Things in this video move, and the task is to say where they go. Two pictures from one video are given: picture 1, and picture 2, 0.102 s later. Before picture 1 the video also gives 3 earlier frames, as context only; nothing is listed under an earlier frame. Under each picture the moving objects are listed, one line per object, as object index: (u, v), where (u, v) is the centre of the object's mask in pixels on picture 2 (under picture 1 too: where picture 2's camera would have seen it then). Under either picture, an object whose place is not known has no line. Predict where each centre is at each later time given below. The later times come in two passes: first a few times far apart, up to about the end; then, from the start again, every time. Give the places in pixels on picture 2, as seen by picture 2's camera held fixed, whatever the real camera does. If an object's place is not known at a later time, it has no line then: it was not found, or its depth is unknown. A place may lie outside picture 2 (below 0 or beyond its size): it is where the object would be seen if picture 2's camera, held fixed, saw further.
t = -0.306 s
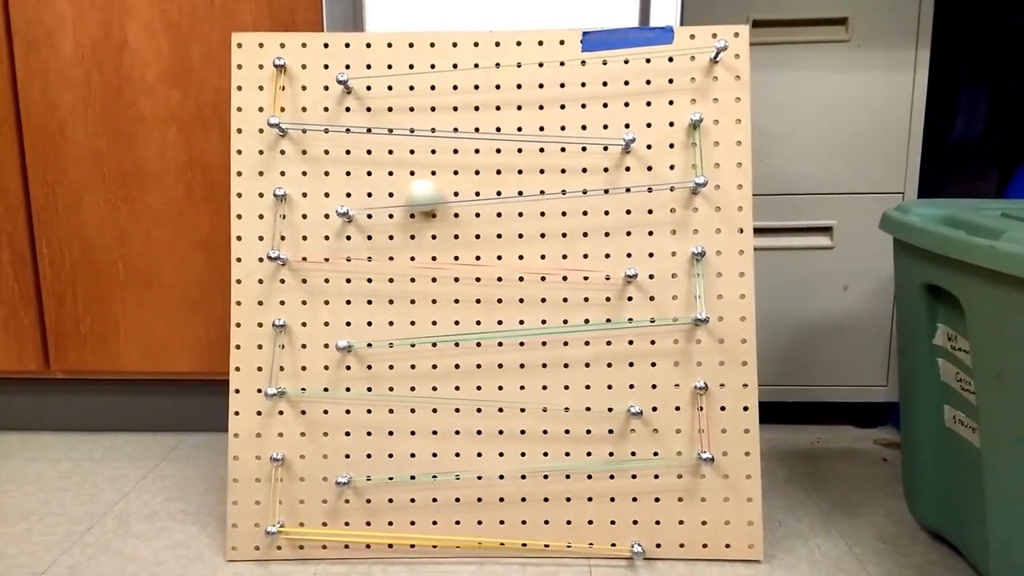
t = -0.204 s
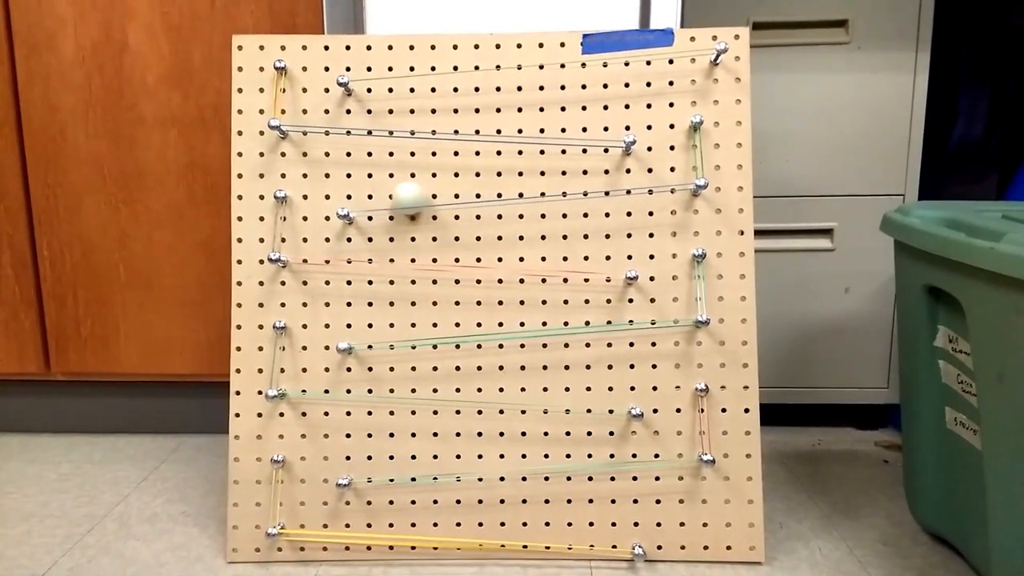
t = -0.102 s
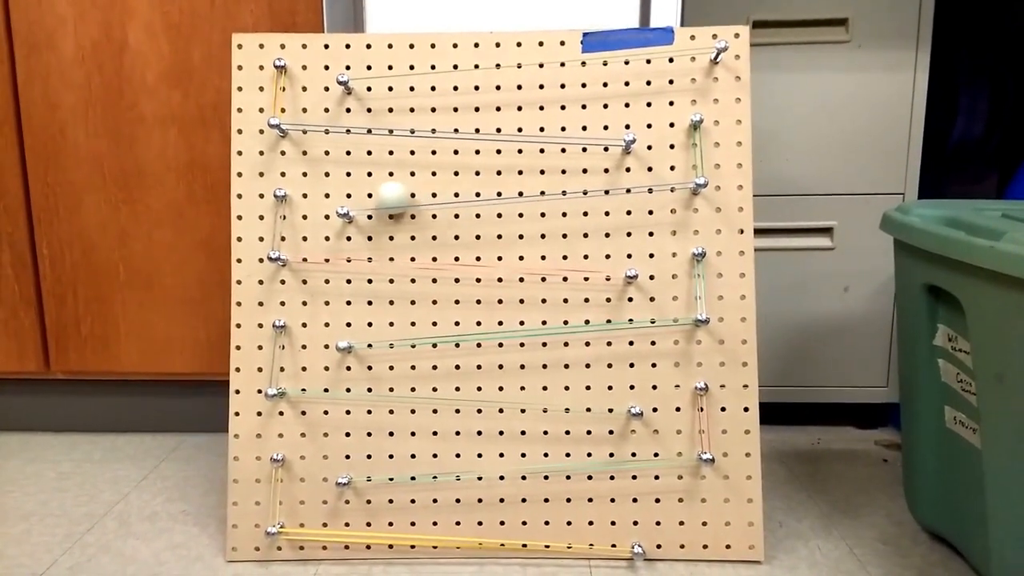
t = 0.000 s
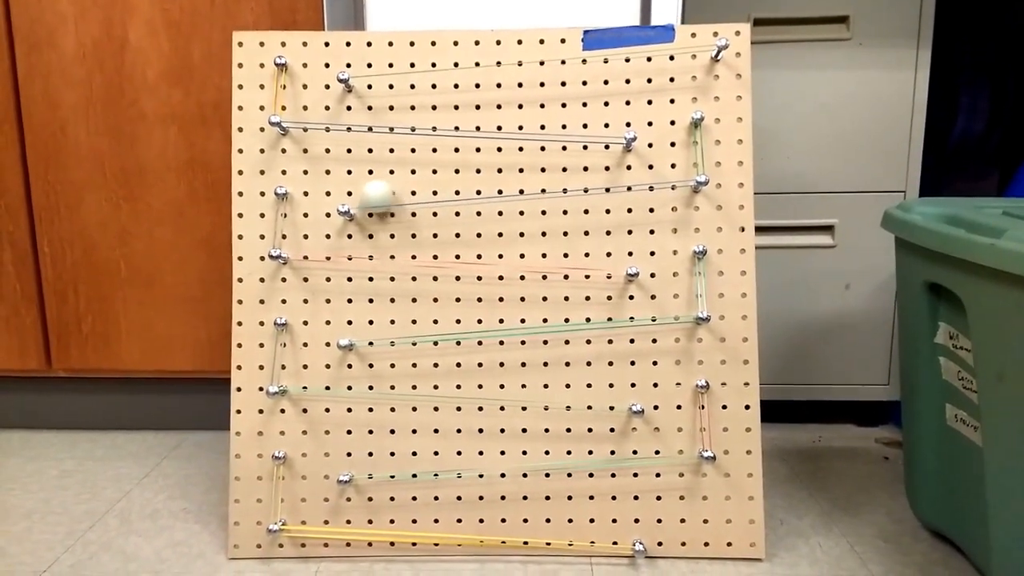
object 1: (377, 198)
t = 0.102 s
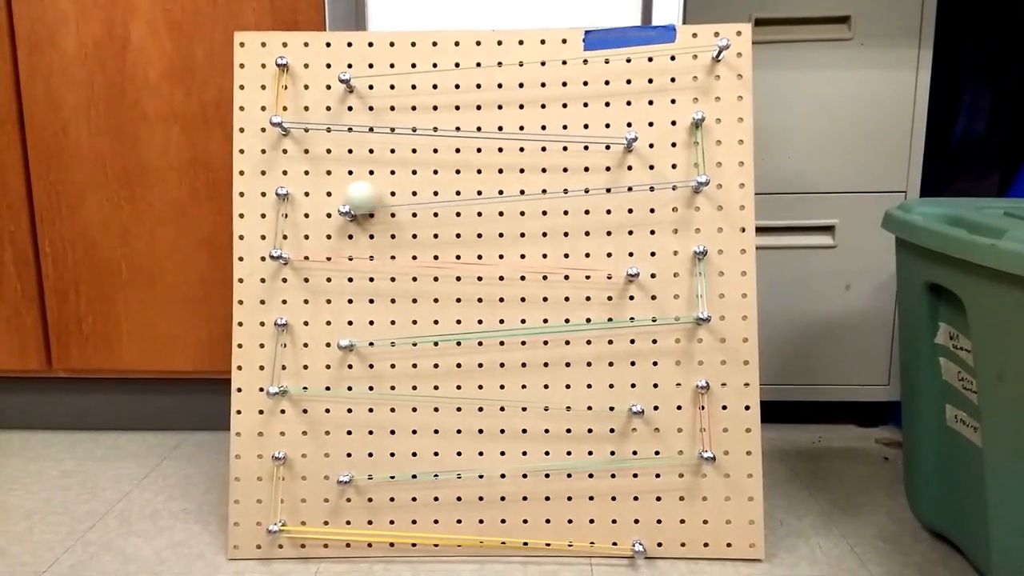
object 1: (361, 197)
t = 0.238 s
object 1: (347, 195)
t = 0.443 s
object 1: (314, 233)
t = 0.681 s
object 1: (300, 239)
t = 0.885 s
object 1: (303, 241)
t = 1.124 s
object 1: (312, 241)
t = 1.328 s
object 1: (325, 241)
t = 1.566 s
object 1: (343, 244)
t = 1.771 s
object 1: (362, 245)
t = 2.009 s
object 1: (387, 246)
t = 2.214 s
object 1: (408, 247)
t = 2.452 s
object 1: (435, 249)
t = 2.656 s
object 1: (457, 250)
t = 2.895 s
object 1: (483, 253)
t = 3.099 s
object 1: (507, 254)
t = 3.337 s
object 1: (535, 254)
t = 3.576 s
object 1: (561, 255)
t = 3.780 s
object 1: (586, 255)
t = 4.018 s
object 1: (612, 256)
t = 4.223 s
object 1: (635, 253)
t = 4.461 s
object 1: (666, 297)
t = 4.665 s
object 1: (672, 303)
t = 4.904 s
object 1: (666, 304)
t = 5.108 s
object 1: (652, 305)
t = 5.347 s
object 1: (625, 308)
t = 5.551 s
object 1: (595, 311)
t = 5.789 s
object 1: (554, 314)
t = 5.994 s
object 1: (516, 318)
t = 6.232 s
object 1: (469, 322)
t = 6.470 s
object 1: (419, 323)
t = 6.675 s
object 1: (375, 326)
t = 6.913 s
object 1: (318, 353)
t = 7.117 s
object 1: (304, 358)
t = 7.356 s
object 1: (332, 372)
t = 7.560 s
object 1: (359, 376)
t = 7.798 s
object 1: (393, 379)
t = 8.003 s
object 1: (422, 382)
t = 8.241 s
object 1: (457, 384)
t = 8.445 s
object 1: (486, 385)
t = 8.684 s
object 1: (521, 387)
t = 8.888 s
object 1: (548, 388)
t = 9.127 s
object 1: (581, 389)
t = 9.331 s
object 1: (607, 390)
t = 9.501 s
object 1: (628, 390)
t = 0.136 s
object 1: (356, 196)
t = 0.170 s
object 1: (352, 195)
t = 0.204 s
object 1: (350, 195)
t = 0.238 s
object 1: (347, 195)
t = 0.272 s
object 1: (342, 194)
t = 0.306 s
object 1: (336, 196)
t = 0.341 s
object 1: (328, 203)
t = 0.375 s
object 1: (325, 219)
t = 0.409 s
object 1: (318, 240)
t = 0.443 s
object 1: (314, 233)
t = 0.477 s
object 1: (312, 226)
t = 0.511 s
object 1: (309, 228)
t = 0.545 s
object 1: (306, 237)
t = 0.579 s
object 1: (305, 238)
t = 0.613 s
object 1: (303, 238)
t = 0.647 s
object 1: (300, 239)
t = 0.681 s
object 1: (300, 239)
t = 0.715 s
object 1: (301, 240)
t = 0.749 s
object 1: (301, 240)
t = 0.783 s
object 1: (301, 240)
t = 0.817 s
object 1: (302, 240)
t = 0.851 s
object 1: (302, 240)
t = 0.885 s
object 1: (303, 241)
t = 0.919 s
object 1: (304, 241)
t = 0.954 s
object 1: (304, 241)
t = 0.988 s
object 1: (306, 241)
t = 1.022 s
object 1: (307, 241)
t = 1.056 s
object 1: (308, 241)
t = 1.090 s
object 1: (310, 241)
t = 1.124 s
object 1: (312, 241)
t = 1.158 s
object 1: (314, 241)
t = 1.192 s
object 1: (316, 241)
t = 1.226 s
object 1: (318, 241)
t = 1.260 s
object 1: (321, 240)
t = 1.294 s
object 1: (323, 241)
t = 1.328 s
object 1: (325, 241)
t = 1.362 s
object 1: (327, 242)
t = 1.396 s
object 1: (329, 242)
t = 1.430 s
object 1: (332, 243)
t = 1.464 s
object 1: (334, 243)
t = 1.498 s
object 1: (338, 243)
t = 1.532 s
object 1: (340, 244)
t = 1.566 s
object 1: (343, 244)
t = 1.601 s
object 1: (346, 244)
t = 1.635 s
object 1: (348, 244)
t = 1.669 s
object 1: (352, 244)
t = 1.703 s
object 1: (355, 245)
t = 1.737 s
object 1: (359, 246)
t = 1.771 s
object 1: (362, 245)
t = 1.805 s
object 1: (366, 246)
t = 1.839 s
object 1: (369, 246)
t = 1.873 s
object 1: (374, 245)
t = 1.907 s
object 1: (378, 245)
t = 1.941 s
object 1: (380, 246)
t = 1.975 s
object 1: (384, 246)
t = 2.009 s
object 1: (387, 246)
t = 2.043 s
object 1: (391, 247)
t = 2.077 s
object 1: (394, 247)
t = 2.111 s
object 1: (396, 247)
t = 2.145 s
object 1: (401, 247)
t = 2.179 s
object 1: (405, 247)
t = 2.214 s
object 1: (408, 247)
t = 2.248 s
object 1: (411, 247)
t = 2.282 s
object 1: (416, 247)
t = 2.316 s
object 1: (419, 246)
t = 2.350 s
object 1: (424, 247)
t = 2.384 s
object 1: (427, 248)
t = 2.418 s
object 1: (431, 248)
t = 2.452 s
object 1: (435, 249)
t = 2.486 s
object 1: (438, 249)
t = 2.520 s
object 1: (441, 249)
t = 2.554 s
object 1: (445, 250)
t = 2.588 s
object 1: (449, 249)
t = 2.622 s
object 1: (453, 250)
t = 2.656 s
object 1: (457, 250)
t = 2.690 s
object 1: (460, 251)
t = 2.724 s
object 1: (464, 251)
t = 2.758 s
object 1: (469, 251)
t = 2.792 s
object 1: (473, 251)
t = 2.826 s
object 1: (477, 252)
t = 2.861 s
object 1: (480, 252)
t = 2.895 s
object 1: (483, 253)
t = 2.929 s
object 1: (488, 253)
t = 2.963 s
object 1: (492, 252)
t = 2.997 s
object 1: (496, 252)
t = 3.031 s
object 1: (499, 253)
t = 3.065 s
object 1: (503, 253)
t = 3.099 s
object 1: (507, 254)
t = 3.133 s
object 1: (511, 253)
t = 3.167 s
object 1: (516, 253)
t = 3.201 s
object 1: (521, 253)
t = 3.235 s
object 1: (524, 253)
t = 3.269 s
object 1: (529, 253)
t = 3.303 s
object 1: (532, 253)
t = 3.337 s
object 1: (535, 254)
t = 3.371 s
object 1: (539, 254)
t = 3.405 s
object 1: (542, 254)
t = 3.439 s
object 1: (545, 255)
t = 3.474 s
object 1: (549, 254)
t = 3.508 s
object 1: (552, 254)
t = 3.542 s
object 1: (558, 255)
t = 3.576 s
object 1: (561, 255)
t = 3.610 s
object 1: (564, 255)
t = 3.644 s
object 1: (568, 255)
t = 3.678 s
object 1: (572, 256)
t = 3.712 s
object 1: (577, 255)
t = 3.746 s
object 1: (581, 255)
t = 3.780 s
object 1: (586, 255)
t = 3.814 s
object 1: (590, 255)
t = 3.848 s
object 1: (592, 256)
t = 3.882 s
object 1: (597, 256)
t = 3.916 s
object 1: (601, 256)
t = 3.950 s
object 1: (605, 256)
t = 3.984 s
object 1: (608, 256)
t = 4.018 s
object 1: (612, 256)
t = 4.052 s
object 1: (615, 256)
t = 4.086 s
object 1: (619, 255)
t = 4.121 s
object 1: (623, 254)
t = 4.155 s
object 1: (626, 253)
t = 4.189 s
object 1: (630, 253)
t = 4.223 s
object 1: (635, 253)
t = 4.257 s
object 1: (640, 254)
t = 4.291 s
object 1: (648, 260)
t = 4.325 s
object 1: (653, 275)
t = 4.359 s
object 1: (659, 294)
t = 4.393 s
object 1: (663, 302)
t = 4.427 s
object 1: (665, 296)
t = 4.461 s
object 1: (666, 297)
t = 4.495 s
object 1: (668, 303)
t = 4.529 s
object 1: (669, 301)
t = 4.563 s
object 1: (671, 303)
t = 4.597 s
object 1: (671, 303)
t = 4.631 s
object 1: (672, 303)
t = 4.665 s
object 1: (672, 303)
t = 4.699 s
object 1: (672, 303)
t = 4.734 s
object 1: (672, 303)
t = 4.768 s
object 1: (671, 304)
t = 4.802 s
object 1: (670, 304)
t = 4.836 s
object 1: (670, 304)
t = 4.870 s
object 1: (669, 304)
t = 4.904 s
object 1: (666, 304)
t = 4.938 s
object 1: (665, 304)
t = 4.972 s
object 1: (662, 304)
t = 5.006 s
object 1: (660, 304)
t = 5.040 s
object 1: (657, 304)
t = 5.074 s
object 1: (655, 305)
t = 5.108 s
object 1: (652, 305)
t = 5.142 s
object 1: (648, 305)
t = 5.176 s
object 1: (645, 306)
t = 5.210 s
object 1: (641, 306)
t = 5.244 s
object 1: (637, 307)
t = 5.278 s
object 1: (633, 307)
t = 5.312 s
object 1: (629, 307)
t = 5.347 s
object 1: (625, 308)
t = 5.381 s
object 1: (620, 308)
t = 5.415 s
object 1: (615, 309)
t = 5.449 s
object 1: (610, 310)
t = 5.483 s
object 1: (606, 310)
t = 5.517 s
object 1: (601, 310)
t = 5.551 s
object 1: (595, 311)
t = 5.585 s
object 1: (589, 312)
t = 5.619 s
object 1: (584, 312)
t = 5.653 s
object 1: (578, 313)
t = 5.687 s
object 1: (572, 313)
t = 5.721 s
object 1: (566, 314)
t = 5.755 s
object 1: (561, 314)
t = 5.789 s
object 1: (554, 314)
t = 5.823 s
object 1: (548, 315)
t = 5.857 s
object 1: (542, 315)
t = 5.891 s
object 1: (535, 316)
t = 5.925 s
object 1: (528, 317)
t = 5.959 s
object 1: (522, 317)
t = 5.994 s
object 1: (516, 318)
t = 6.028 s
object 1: (509, 319)
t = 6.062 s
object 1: (502, 319)
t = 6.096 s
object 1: (496, 320)
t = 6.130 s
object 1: (490, 320)
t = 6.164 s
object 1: (481, 321)
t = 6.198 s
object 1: (476, 321)
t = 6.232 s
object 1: (469, 322)
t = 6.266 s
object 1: (461, 322)
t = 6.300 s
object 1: (455, 323)
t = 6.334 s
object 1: (448, 323)
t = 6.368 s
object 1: (440, 323)
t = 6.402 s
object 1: (433, 324)
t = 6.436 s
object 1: (427, 324)
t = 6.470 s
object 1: (419, 323)
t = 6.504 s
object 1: (413, 325)
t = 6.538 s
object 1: (405, 324)
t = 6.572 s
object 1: (397, 325)
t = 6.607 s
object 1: (389, 327)
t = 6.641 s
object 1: (384, 327)
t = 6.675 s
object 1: (375, 326)
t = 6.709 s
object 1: (368, 327)
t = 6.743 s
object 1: (361, 327)
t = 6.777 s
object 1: (353, 326)
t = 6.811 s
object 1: (344, 325)
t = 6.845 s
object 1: (337, 327)
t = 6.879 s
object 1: (329, 334)
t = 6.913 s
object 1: (318, 353)
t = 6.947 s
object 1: (310, 373)
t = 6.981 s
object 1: (305, 359)
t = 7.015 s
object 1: (302, 350)
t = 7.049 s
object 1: (299, 348)
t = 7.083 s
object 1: (300, 350)
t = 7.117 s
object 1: (304, 358)
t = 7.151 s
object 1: (308, 374)
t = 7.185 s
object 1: (311, 365)
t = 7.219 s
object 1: (316, 361)
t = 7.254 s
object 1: (320, 365)
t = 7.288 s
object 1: (324, 376)
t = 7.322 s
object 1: (328, 371)
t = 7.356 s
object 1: (332, 372)
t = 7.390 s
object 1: (336, 376)
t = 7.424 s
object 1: (339, 374)
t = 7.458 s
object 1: (345, 375)
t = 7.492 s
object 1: (349, 375)
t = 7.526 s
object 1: (354, 376)
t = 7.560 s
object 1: (359, 376)
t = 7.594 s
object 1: (365, 377)
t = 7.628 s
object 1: (369, 378)
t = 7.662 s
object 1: (374, 379)
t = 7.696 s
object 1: (378, 379)
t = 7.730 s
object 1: (383, 379)
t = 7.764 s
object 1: (388, 379)
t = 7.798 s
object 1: (393, 379)
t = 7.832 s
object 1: (398, 379)
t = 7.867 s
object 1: (402, 380)
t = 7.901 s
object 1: (407, 380)
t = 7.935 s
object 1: (412, 380)
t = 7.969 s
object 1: (417, 381)
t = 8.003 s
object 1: (422, 382)
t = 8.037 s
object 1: (428, 382)
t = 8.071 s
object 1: (433, 382)
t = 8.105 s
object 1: (437, 383)
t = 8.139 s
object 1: (443, 383)
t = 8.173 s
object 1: (448, 383)
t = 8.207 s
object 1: (453, 383)
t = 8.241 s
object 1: (457, 384)
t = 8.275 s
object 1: (462, 384)
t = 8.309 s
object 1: (468, 384)
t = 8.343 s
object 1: (472, 384)
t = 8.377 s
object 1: (478, 385)
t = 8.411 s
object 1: (481, 385)
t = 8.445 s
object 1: (486, 385)
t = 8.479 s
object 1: (490, 386)
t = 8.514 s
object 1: (496, 385)
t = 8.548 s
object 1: (501, 386)
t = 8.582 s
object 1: (506, 386)
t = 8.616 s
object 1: (511, 386)
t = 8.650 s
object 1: (516, 387)
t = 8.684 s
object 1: (521, 387)
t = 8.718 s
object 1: (525, 388)
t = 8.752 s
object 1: (530, 388)
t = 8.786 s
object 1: (535, 388)
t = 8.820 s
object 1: (540, 388)
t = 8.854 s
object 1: (544, 389)
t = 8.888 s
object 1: (548, 388)
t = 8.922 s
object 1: (553, 388)
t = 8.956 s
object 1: (557, 389)
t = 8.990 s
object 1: (562, 389)
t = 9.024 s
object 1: (566, 389)
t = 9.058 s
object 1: (572, 389)
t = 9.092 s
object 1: (577, 389)
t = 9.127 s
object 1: (581, 389)
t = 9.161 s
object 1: (584, 390)
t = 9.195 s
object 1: (589, 389)
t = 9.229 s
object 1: (594, 389)
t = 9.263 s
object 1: (597, 390)
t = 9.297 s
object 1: (602, 390)
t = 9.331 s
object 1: (607, 390)
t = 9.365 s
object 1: (610, 390)
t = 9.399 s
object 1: (614, 390)
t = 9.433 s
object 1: (619, 390)
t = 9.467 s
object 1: (624, 390)
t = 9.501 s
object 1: (628, 390)
